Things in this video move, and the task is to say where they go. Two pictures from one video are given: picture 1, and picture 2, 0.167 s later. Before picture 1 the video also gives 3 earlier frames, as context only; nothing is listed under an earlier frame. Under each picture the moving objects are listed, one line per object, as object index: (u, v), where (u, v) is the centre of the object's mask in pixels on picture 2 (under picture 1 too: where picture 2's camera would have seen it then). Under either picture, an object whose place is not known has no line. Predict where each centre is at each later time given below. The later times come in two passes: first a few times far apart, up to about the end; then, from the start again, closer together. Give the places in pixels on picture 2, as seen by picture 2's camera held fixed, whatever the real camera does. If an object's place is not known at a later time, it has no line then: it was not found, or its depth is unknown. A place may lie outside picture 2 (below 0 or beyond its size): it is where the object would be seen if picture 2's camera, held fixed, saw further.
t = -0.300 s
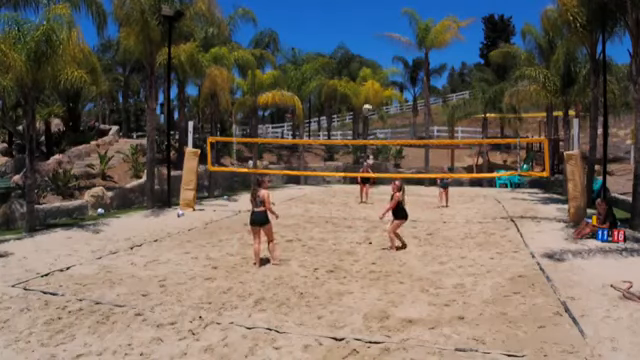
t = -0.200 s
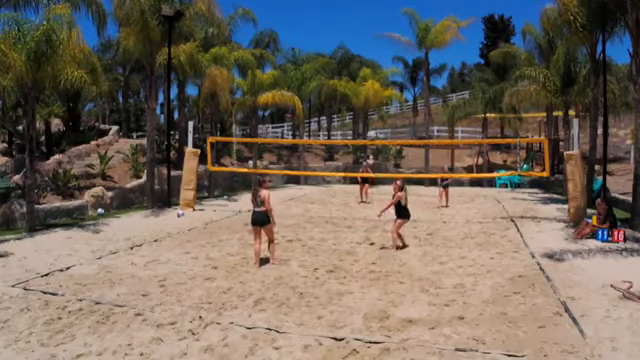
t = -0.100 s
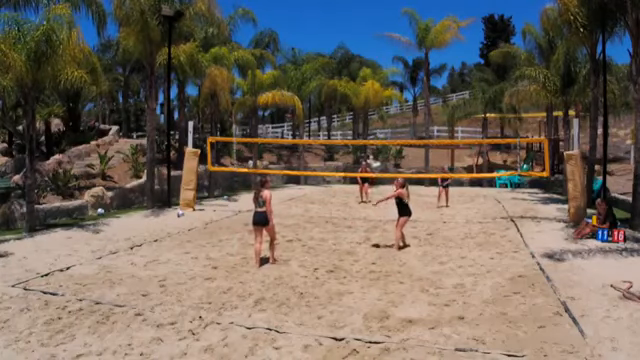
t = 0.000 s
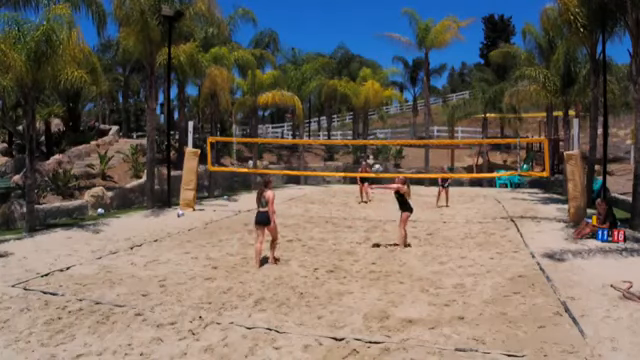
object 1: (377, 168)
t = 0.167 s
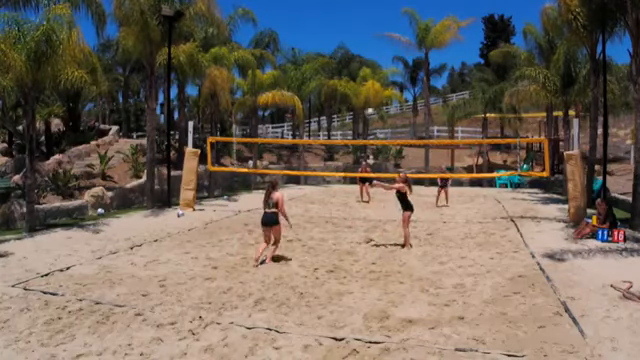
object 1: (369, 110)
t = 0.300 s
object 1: (364, 77)
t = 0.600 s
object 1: (351, 32)
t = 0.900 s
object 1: (340, 29)
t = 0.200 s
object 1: (368, 101)
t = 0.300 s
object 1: (364, 77)
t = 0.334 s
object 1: (363, 70)
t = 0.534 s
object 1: (355, 38)
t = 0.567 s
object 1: (353, 35)
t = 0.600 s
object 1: (351, 32)
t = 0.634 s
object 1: (350, 29)
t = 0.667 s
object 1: (349, 28)
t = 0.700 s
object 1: (348, 27)
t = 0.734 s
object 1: (347, 26)
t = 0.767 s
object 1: (345, 25)
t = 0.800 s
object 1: (344, 26)
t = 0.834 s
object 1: (343, 26)
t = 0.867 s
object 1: (341, 27)
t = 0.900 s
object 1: (340, 29)
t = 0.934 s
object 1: (339, 31)
